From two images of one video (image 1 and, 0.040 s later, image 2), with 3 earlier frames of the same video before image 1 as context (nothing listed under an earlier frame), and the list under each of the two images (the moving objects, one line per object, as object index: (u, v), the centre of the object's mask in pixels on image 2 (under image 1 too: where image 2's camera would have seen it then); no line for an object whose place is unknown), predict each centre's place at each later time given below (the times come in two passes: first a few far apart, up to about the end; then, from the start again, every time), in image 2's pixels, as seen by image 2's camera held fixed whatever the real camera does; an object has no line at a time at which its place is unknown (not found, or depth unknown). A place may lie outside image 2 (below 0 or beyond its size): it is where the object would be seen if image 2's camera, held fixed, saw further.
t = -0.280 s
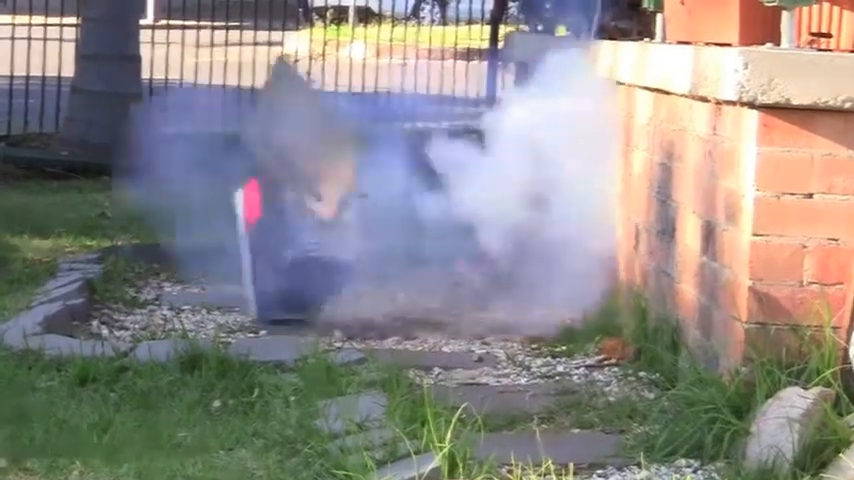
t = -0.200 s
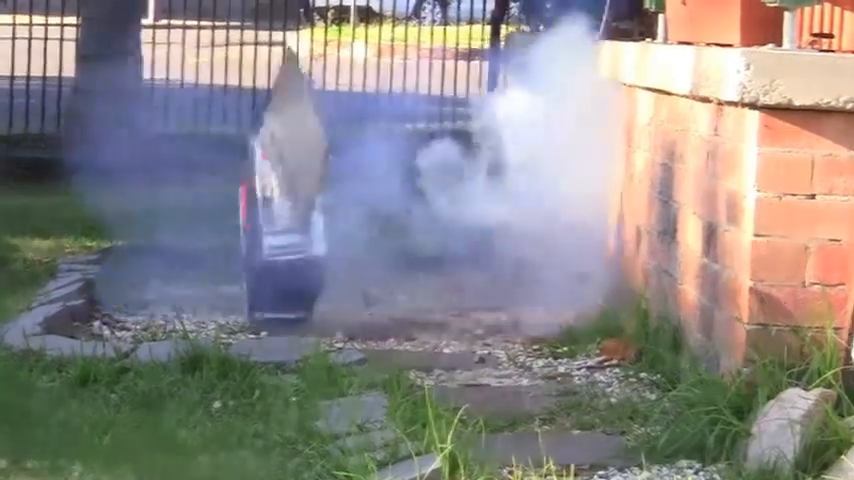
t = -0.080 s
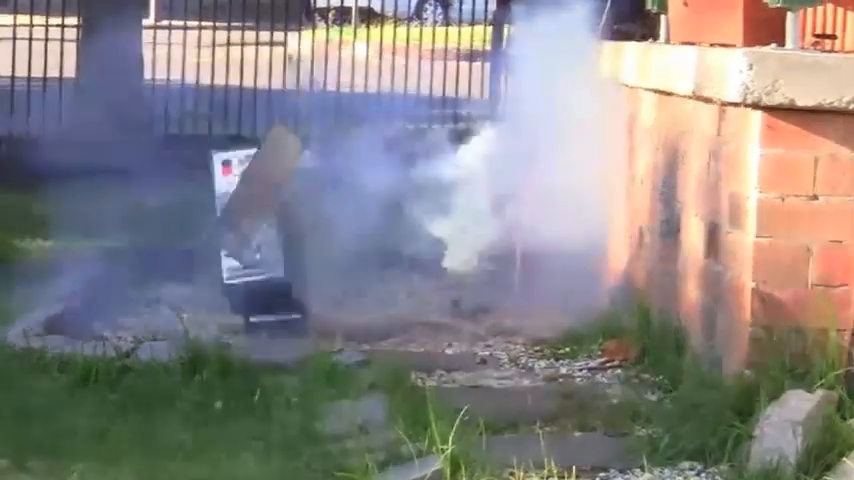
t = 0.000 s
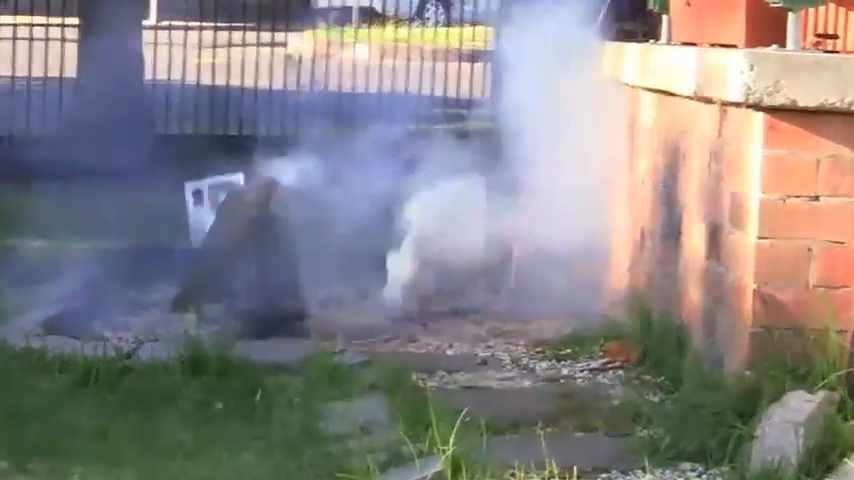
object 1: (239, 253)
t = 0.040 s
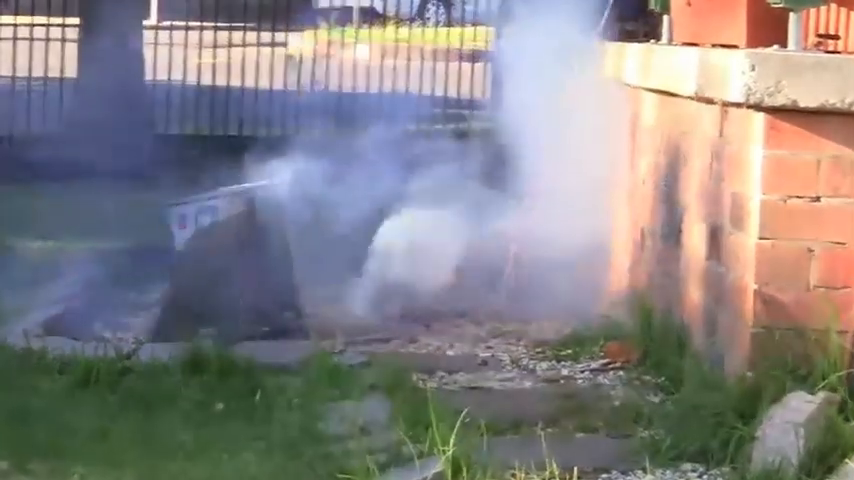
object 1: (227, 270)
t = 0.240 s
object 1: (199, 272)
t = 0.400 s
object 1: (184, 270)
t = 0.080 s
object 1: (221, 266)
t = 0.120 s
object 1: (214, 267)
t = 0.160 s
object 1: (208, 270)
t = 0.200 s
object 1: (202, 271)
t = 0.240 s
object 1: (199, 272)
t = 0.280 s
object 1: (197, 271)
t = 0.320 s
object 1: (193, 271)
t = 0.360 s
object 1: (189, 272)
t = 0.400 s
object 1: (184, 270)
